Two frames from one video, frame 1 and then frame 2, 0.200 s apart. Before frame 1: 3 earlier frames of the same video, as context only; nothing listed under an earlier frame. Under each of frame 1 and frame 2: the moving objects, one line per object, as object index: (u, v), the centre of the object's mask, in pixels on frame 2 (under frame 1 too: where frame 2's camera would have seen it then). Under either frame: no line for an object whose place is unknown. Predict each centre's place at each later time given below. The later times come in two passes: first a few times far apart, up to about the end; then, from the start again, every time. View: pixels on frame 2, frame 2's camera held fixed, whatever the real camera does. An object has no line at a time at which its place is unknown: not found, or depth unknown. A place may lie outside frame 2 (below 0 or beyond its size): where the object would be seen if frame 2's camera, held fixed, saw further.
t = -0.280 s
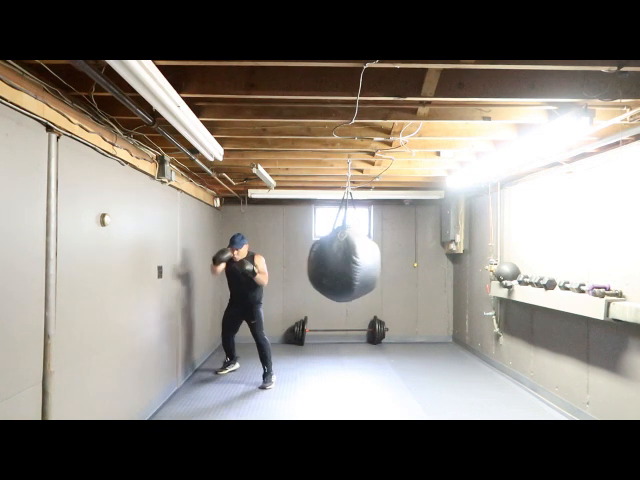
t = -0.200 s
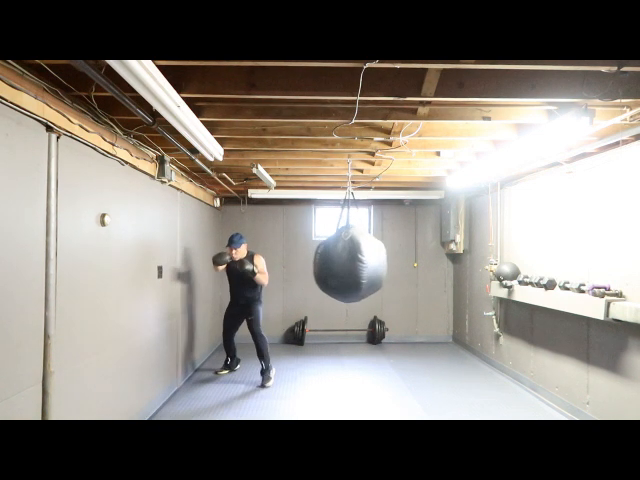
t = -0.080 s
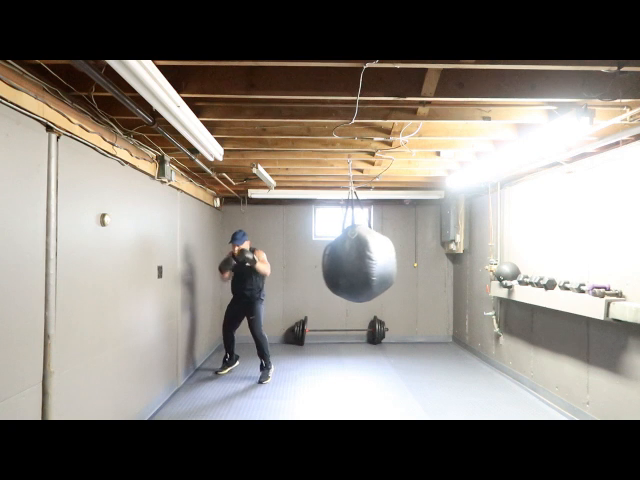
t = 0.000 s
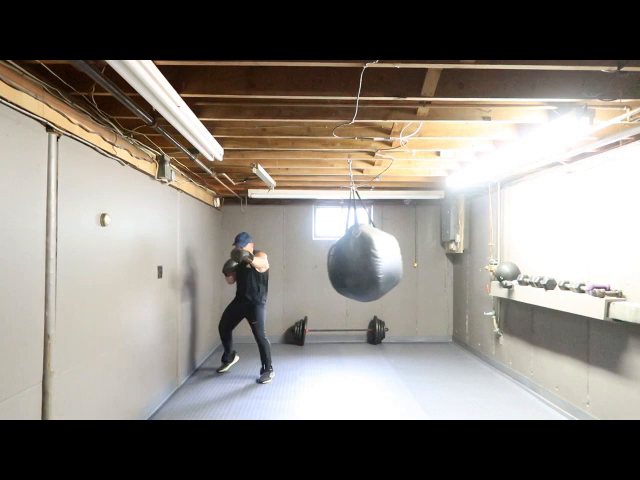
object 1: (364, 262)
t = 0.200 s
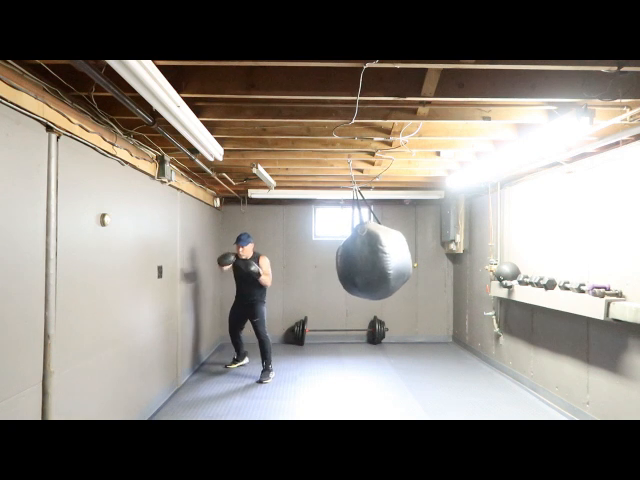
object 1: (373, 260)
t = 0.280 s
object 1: (374, 259)
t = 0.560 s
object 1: (366, 262)
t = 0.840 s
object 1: (347, 264)
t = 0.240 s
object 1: (374, 259)
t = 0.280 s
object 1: (374, 259)
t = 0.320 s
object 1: (374, 259)
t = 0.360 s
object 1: (374, 259)
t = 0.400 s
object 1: (373, 260)
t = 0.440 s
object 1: (372, 260)
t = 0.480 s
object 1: (370, 261)
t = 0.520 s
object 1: (369, 262)
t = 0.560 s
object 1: (366, 262)
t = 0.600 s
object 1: (364, 262)
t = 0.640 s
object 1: (362, 263)
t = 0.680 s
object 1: (359, 264)
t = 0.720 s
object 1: (356, 264)
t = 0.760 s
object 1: (353, 263)
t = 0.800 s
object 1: (350, 264)
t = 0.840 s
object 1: (347, 264)
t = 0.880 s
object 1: (344, 263)
